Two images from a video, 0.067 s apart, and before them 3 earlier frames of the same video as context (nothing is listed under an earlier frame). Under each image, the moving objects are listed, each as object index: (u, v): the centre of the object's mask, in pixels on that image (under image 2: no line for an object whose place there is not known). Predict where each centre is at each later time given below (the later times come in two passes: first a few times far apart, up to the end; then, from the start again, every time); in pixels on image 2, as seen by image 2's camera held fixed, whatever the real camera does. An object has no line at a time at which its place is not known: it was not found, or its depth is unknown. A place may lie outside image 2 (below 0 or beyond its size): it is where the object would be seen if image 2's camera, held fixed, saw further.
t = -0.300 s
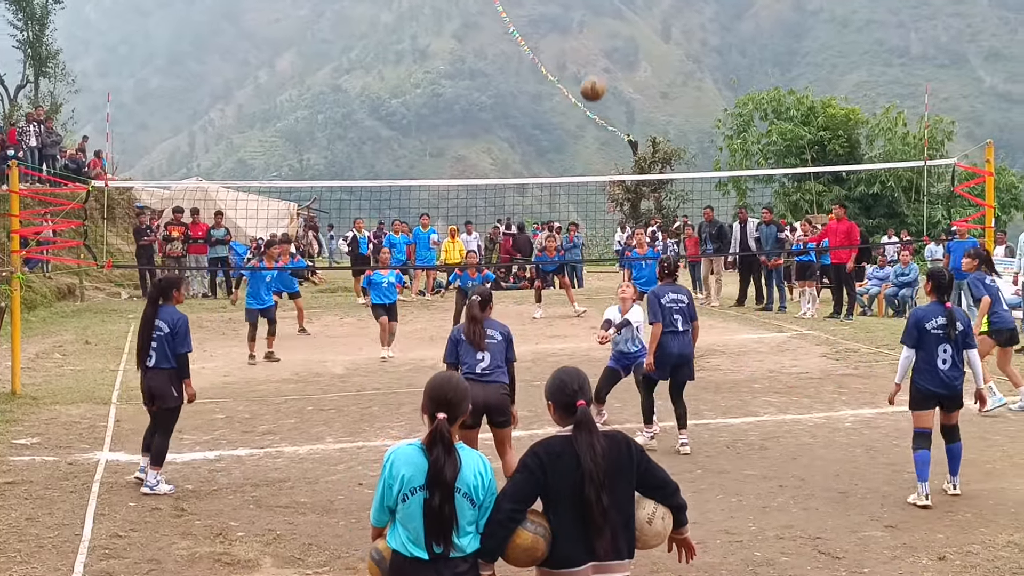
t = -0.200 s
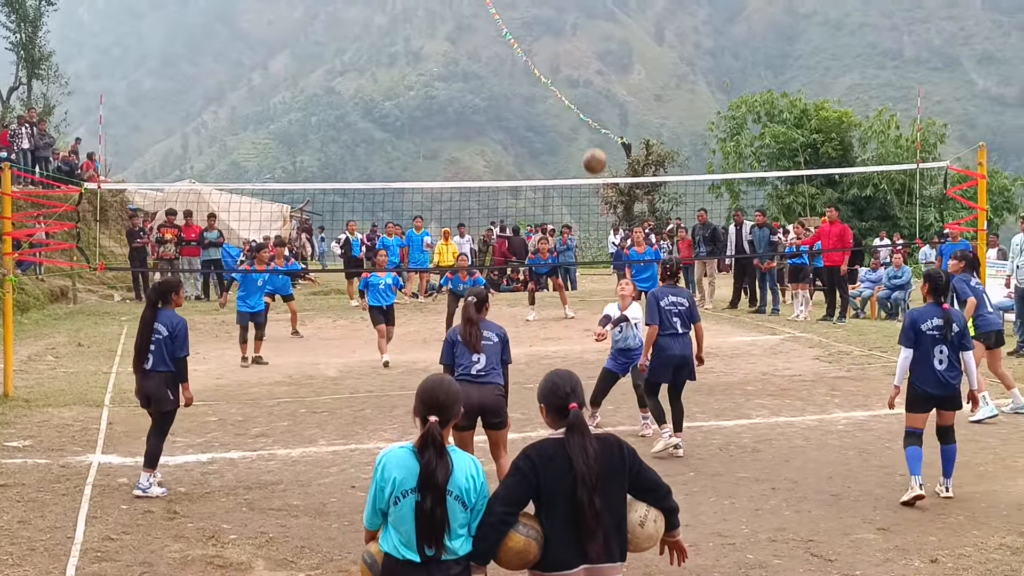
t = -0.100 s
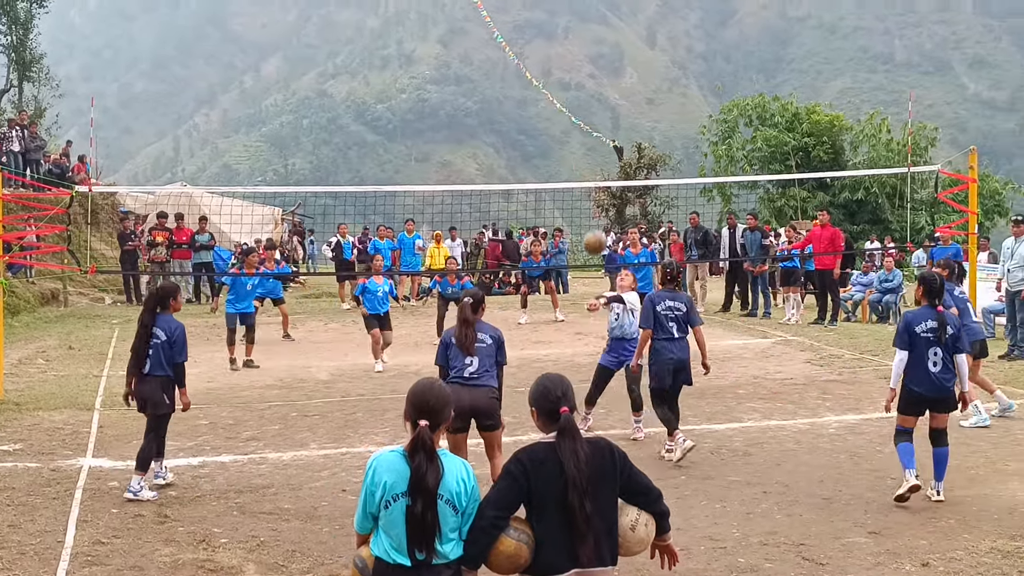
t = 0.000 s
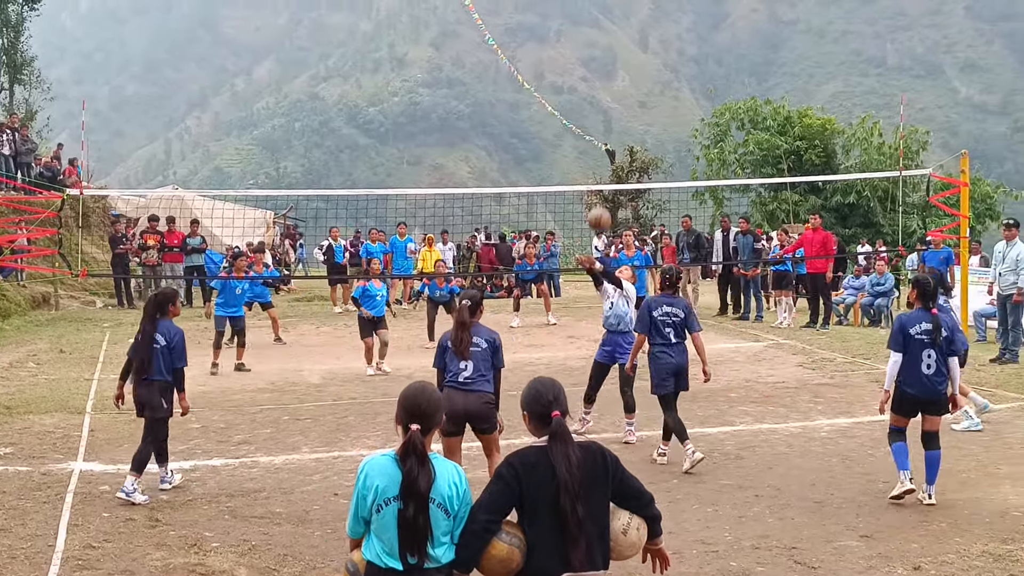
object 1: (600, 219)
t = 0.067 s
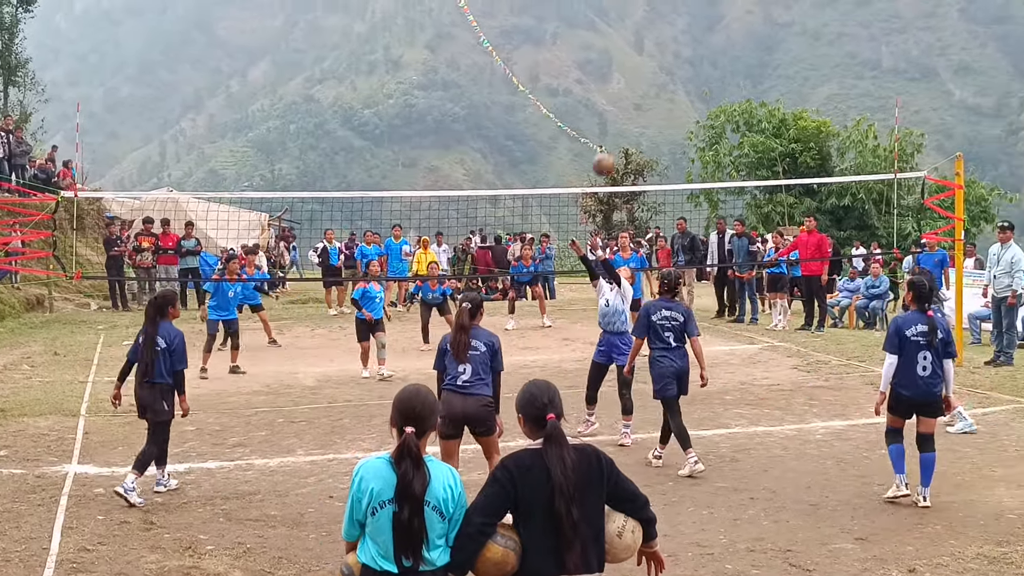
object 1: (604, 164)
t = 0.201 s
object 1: (622, 66)
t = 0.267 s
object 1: (632, 23)
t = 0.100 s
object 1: (608, 137)
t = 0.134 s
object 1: (613, 113)
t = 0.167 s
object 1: (617, 88)
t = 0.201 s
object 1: (622, 66)
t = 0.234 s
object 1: (627, 44)
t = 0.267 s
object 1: (632, 23)
